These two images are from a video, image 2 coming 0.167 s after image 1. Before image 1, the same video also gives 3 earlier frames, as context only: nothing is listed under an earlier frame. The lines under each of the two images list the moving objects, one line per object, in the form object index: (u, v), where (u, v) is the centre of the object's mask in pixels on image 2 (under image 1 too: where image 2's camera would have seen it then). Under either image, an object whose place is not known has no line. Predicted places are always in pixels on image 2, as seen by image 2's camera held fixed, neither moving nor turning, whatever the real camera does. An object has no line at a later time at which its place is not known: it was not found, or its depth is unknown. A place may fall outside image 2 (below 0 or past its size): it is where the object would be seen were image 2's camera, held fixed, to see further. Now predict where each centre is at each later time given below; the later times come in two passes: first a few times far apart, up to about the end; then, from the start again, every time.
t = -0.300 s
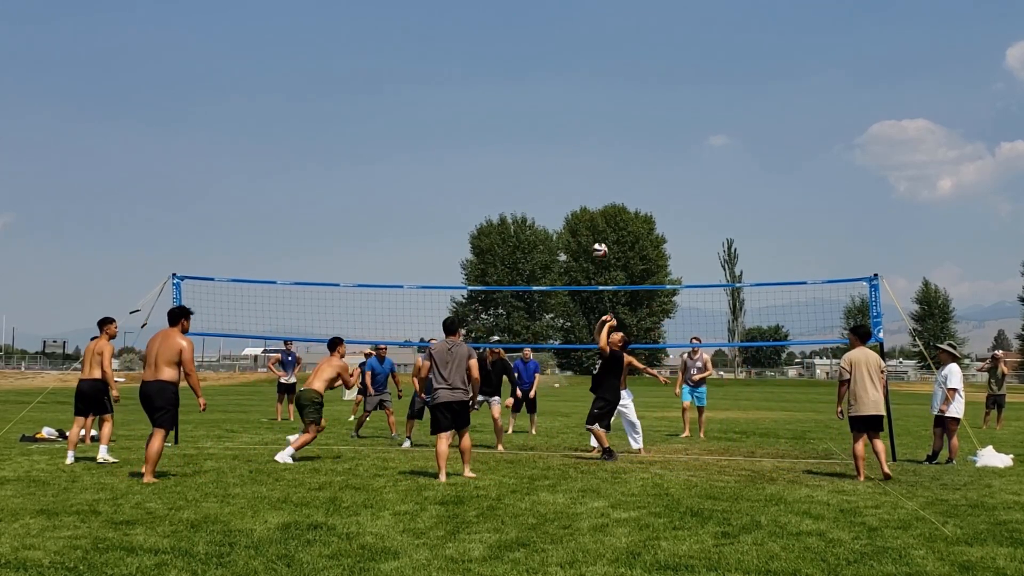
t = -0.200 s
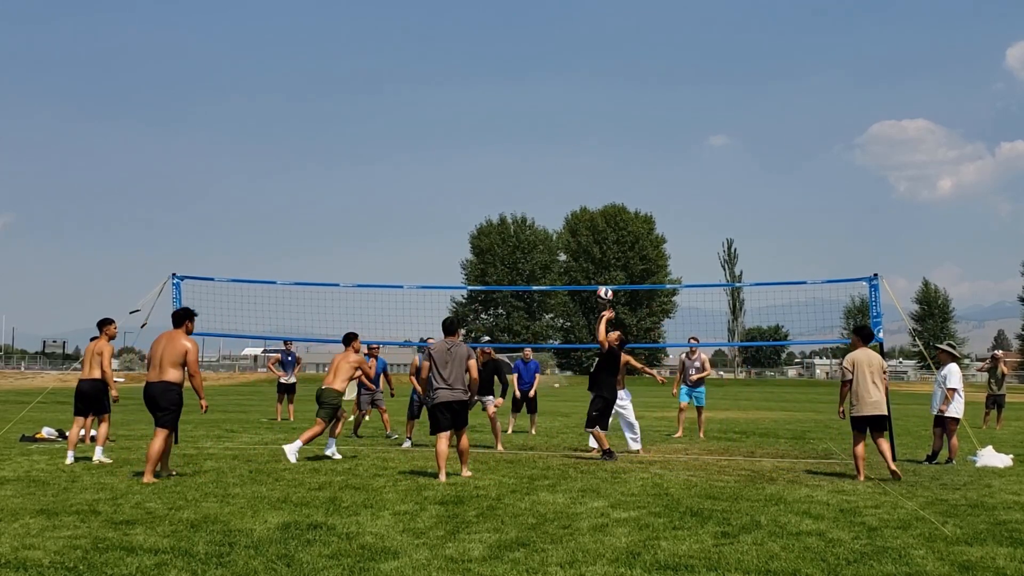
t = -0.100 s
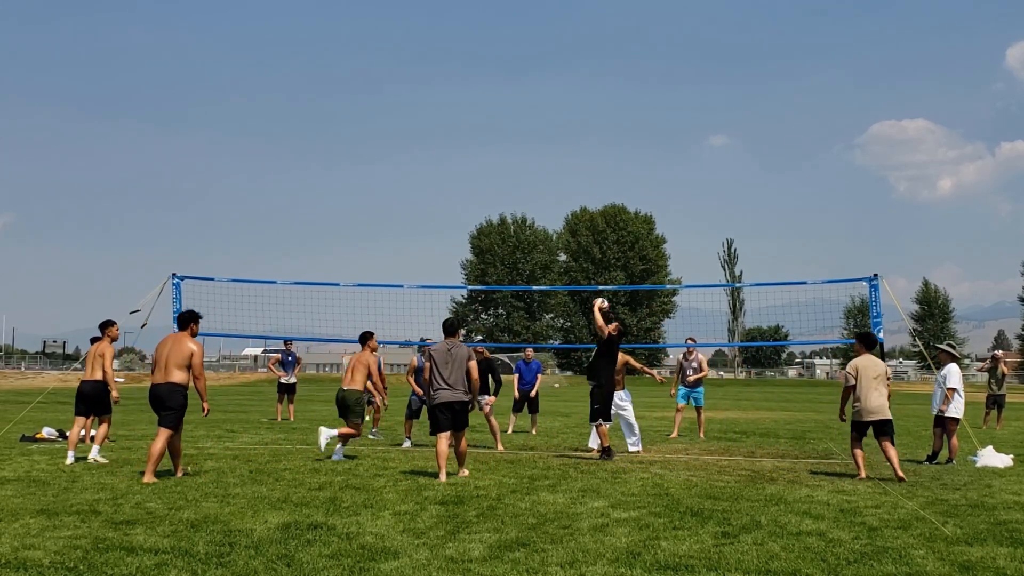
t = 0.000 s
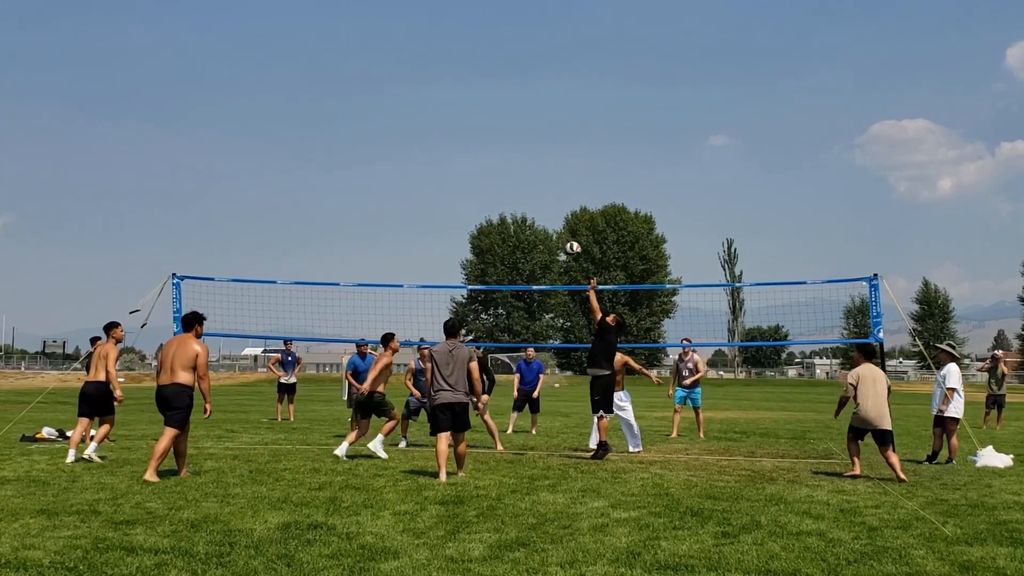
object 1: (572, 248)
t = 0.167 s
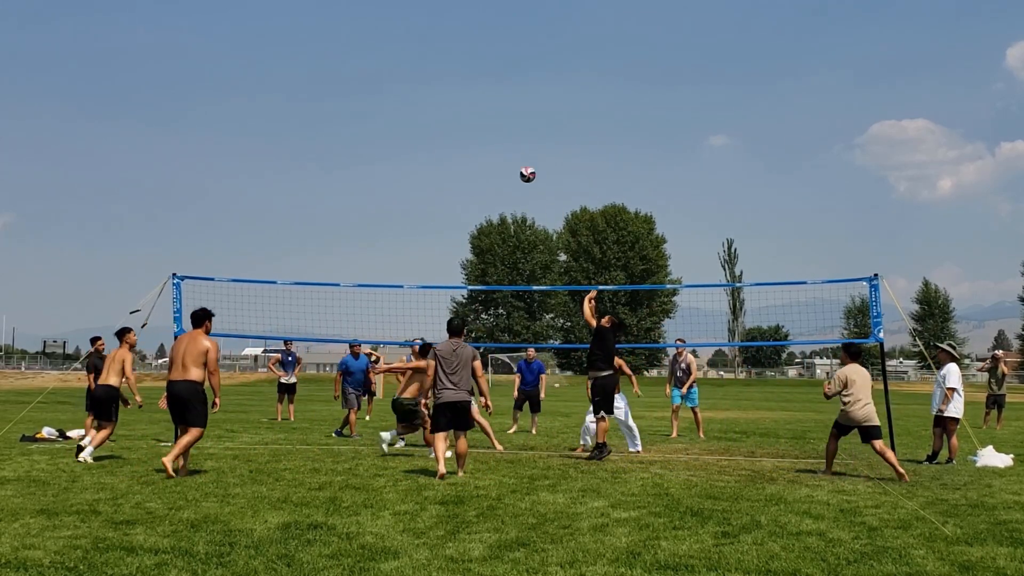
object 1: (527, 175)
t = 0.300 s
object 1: (493, 132)
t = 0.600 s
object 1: (416, 87)
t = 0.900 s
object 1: (342, 109)
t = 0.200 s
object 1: (518, 162)
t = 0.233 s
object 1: (510, 151)
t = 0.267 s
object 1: (501, 141)
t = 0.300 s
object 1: (493, 132)
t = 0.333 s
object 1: (484, 123)
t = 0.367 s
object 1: (475, 116)
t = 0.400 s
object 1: (467, 109)
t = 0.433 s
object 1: (458, 103)
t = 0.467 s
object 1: (450, 98)
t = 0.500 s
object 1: (441, 94)
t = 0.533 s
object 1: (433, 91)
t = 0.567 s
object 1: (424, 89)
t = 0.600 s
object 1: (416, 87)
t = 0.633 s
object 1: (408, 87)
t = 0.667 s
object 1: (399, 87)
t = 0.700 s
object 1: (391, 87)
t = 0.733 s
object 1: (383, 89)
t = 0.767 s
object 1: (375, 92)
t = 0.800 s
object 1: (366, 95)
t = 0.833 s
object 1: (358, 99)
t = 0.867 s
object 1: (350, 104)
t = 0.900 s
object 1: (342, 109)
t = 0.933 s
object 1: (334, 116)
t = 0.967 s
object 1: (326, 123)
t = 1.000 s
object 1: (318, 131)
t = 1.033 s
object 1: (310, 140)
